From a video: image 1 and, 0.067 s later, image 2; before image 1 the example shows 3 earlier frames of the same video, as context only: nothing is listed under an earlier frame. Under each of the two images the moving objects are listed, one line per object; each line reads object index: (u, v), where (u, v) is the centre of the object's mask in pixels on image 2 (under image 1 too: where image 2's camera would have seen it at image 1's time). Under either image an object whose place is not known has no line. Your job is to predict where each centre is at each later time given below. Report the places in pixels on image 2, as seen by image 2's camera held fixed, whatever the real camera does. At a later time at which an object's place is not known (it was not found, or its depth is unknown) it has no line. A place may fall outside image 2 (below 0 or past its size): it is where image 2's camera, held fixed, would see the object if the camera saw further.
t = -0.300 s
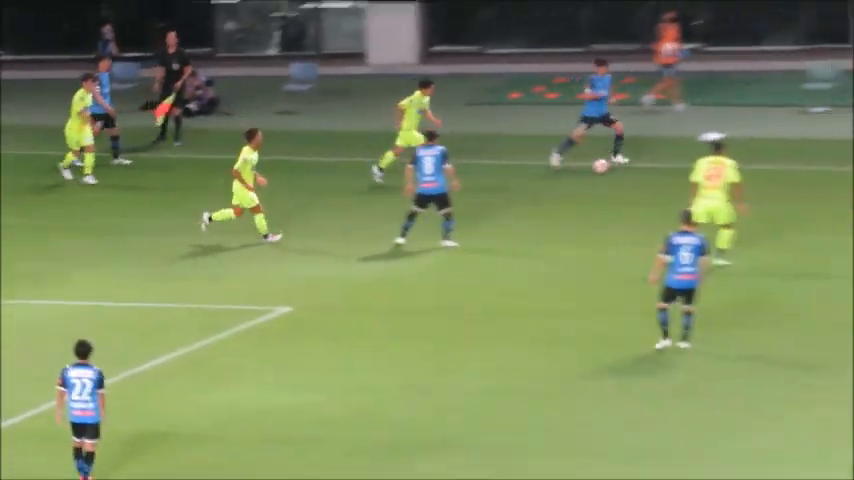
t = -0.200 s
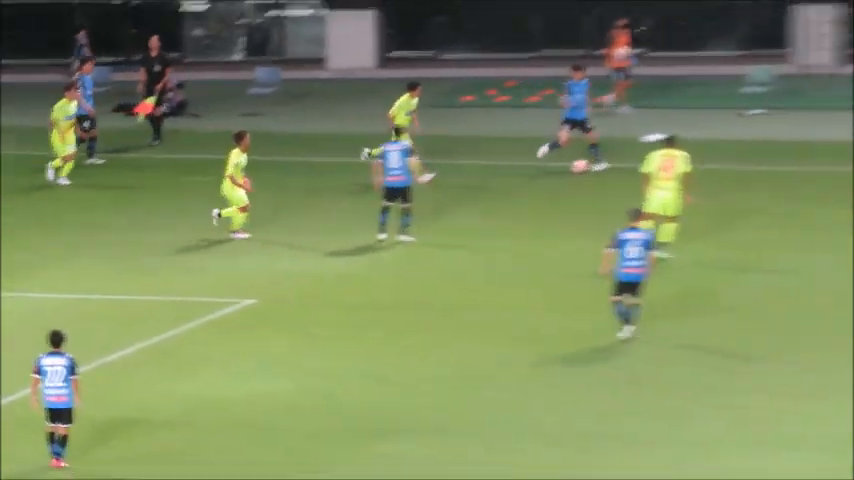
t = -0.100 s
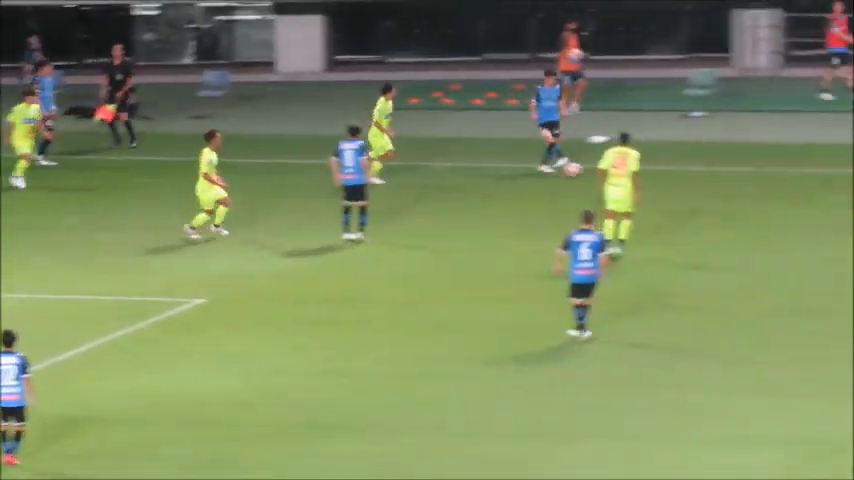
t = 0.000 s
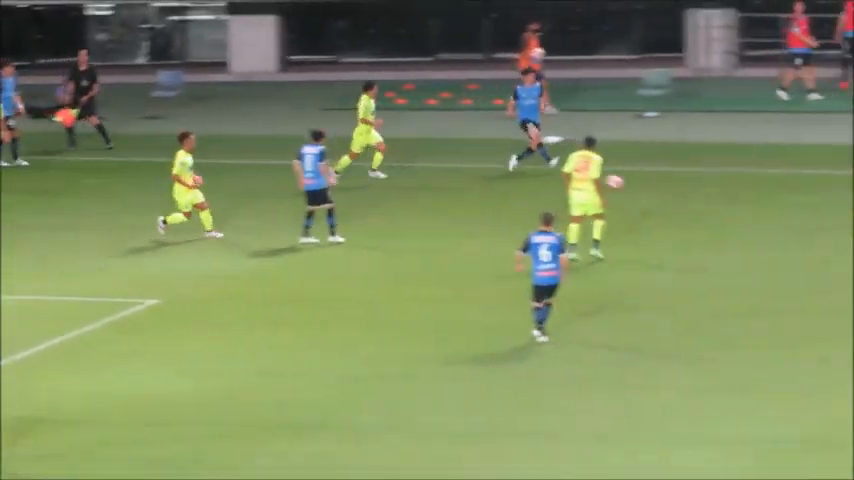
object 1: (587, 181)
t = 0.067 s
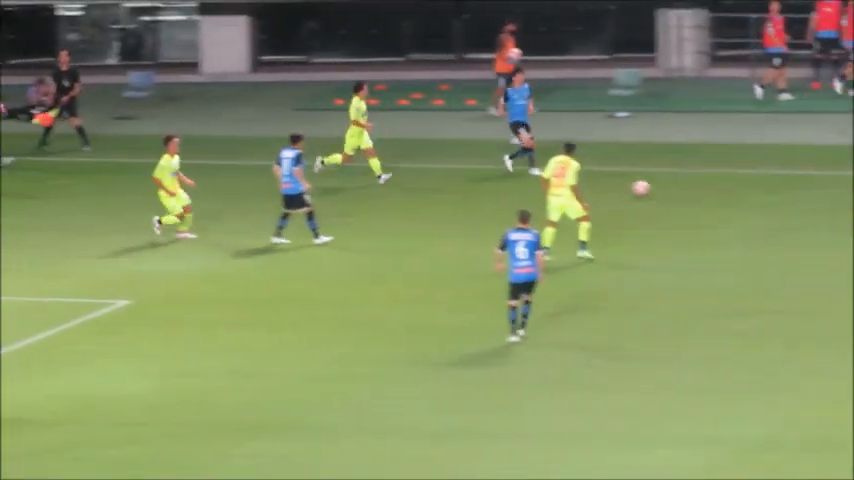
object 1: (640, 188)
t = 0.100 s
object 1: (667, 189)
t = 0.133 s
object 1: (694, 193)
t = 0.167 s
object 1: (721, 198)
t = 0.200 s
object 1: (748, 203)
